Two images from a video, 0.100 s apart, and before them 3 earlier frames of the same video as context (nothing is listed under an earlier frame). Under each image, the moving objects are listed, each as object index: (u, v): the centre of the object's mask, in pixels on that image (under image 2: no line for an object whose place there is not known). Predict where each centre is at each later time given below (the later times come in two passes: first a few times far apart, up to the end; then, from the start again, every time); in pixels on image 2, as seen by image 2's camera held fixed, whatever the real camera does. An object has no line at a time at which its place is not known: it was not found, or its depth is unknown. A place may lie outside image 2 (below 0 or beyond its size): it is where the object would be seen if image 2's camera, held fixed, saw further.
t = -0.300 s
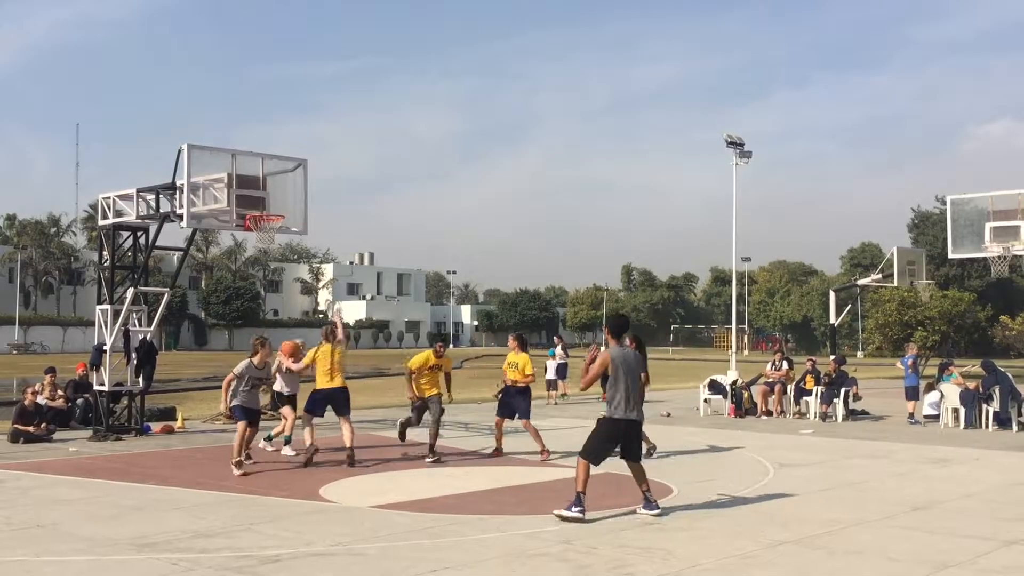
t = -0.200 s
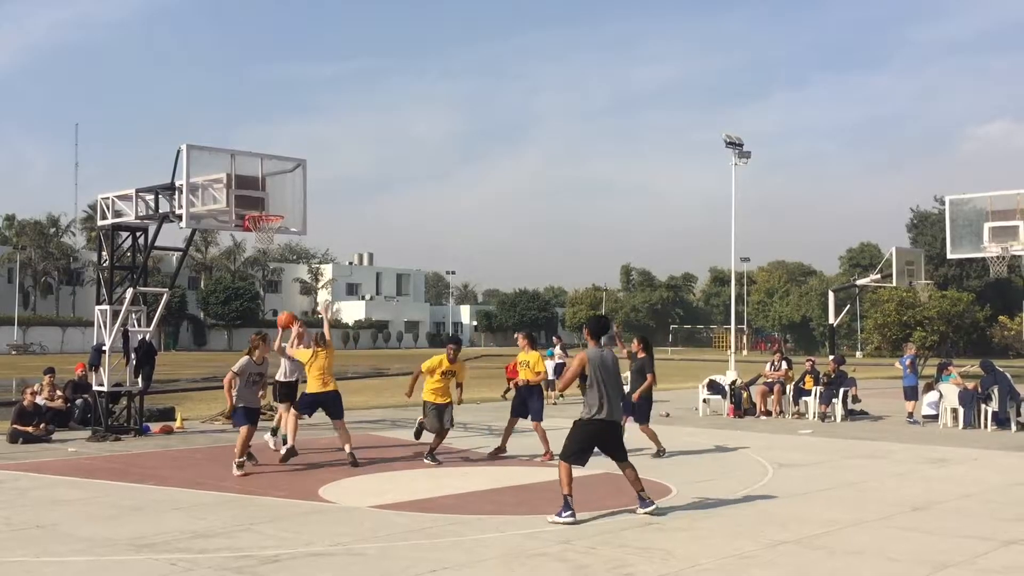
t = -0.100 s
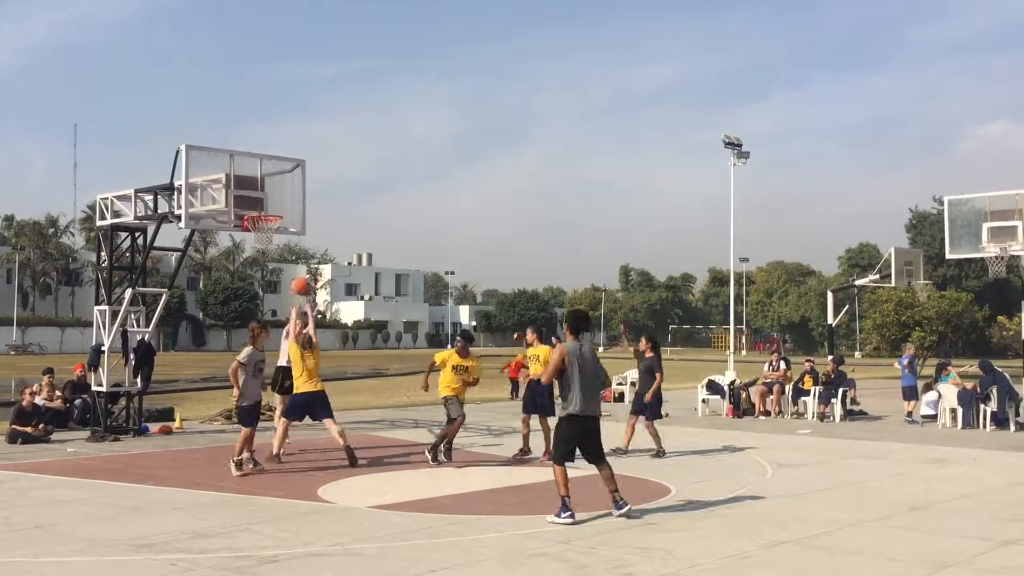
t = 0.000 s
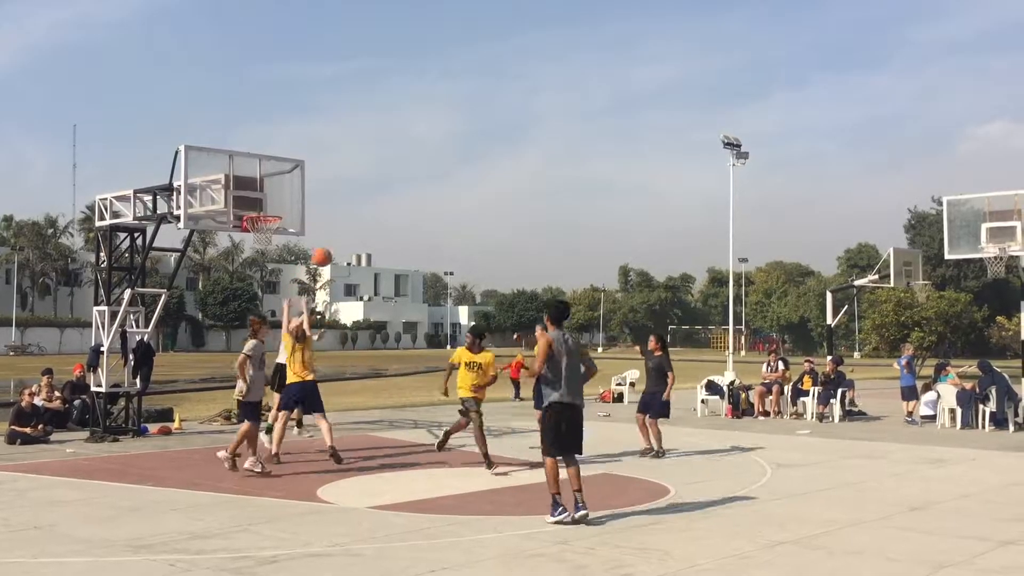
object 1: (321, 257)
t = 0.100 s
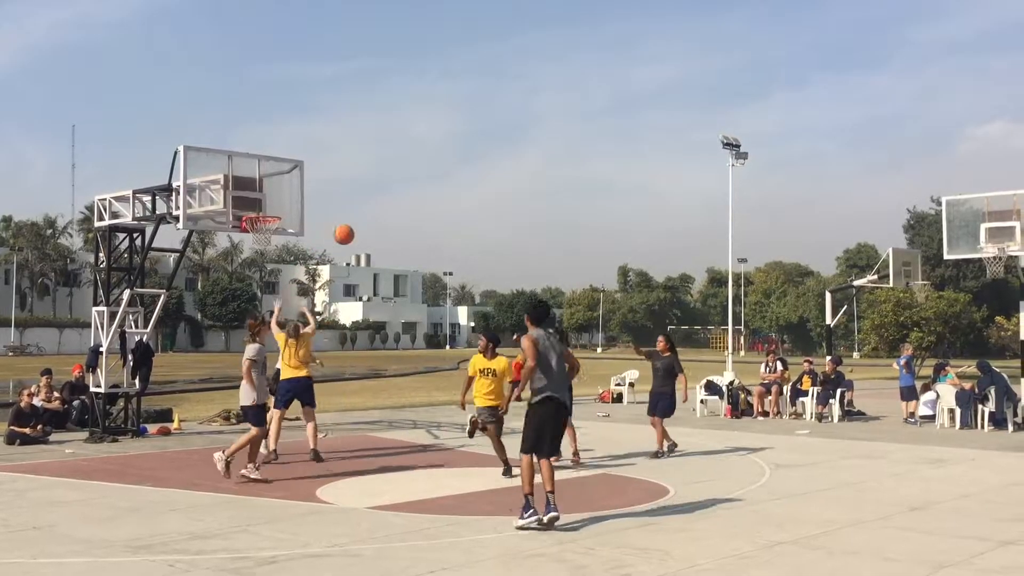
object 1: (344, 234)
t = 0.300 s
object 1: (394, 209)
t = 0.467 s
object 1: (444, 215)
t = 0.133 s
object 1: (352, 228)
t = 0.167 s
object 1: (360, 223)
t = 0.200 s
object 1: (368, 219)
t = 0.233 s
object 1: (376, 214)
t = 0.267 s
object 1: (385, 211)
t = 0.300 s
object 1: (394, 209)
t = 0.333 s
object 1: (404, 208)
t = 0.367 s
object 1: (413, 208)
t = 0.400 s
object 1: (424, 209)
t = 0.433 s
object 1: (433, 212)
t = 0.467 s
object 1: (444, 215)
